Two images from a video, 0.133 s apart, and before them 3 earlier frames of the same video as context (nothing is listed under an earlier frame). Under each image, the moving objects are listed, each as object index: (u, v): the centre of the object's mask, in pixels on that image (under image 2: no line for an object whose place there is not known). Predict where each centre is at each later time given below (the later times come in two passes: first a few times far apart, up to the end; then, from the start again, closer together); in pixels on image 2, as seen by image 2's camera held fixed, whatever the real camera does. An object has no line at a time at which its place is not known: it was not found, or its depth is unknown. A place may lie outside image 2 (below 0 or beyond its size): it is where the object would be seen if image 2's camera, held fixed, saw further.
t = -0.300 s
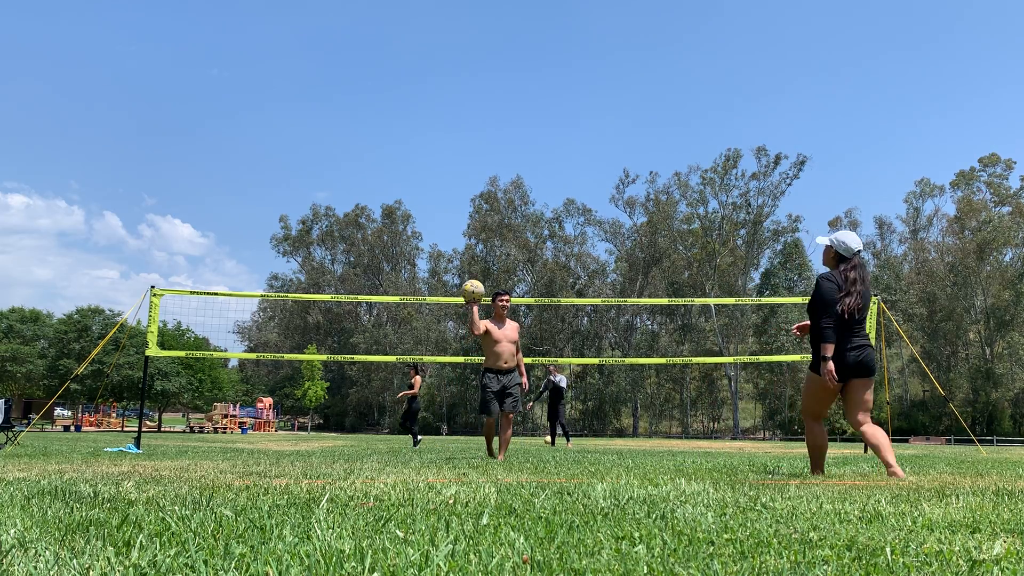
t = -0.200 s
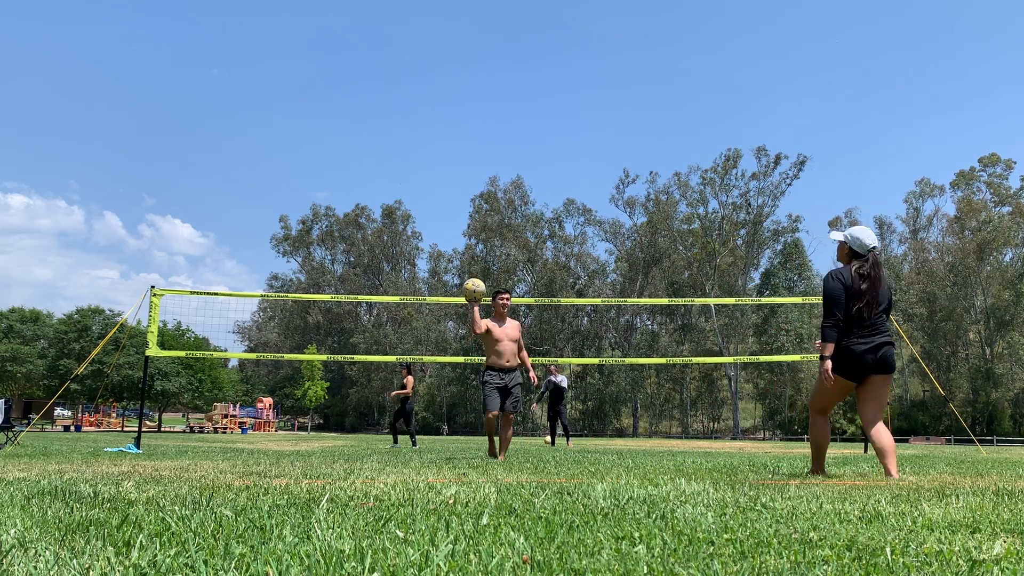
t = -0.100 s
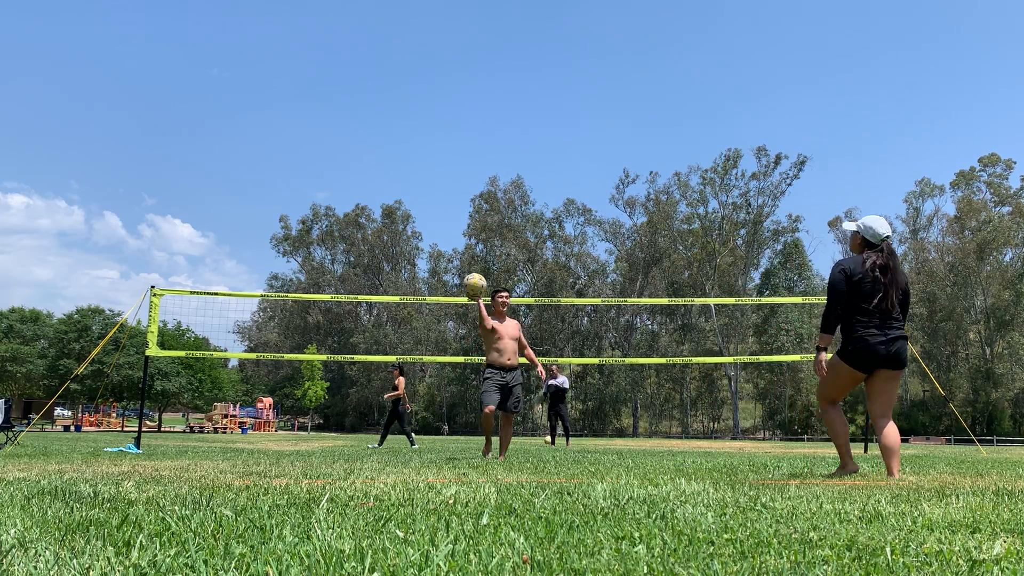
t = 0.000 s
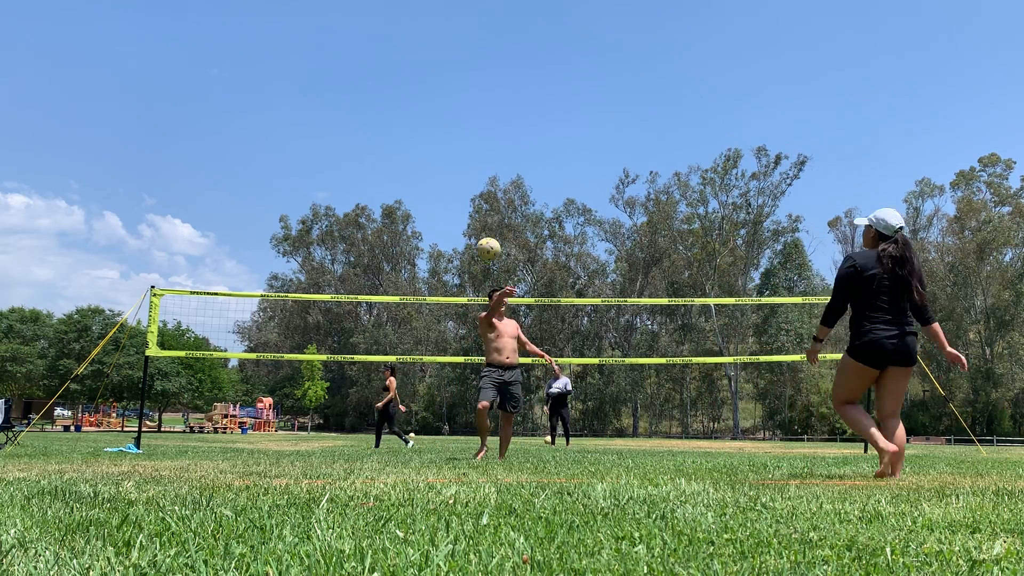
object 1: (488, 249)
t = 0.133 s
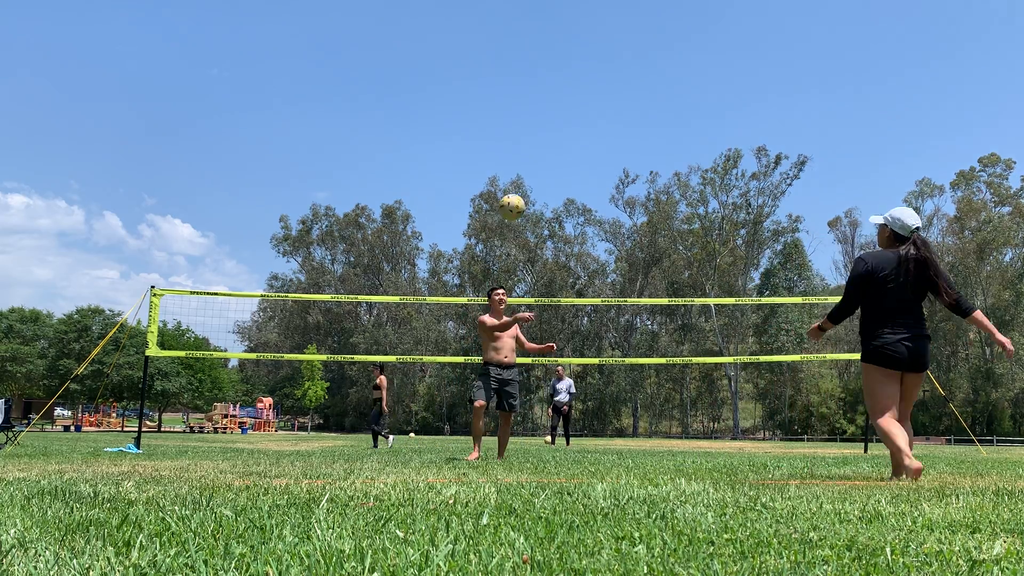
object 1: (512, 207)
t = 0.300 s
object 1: (546, 176)
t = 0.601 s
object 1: (627, 204)
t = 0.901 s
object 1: (757, 411)
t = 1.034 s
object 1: (802, 437)
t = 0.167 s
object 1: (518, 199)
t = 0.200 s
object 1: (525, 191)
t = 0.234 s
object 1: (532, 185)
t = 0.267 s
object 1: (539, 180)
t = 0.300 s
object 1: (546, 176)
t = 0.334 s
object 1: (554, 173)
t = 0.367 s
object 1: (561, 172)
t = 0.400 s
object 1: (570, 172)
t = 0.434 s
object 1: (578, 173)
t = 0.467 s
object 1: (587, 176)
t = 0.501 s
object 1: (596, 180)
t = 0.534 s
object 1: (606, 186)
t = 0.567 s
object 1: (616, 194)
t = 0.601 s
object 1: (627, 204)
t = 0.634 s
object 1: (638, 215)
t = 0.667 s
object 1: (650, 230)
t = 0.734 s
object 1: (676, 265)
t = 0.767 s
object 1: (690, 287)
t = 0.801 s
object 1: (705, 313)
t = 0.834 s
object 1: (722, 341)
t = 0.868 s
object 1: (738, 374)
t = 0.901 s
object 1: (757, 411)
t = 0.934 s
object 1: (777, 452)
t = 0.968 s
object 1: (791, 470)
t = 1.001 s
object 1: (797, 456)
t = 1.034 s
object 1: (802, 437)
